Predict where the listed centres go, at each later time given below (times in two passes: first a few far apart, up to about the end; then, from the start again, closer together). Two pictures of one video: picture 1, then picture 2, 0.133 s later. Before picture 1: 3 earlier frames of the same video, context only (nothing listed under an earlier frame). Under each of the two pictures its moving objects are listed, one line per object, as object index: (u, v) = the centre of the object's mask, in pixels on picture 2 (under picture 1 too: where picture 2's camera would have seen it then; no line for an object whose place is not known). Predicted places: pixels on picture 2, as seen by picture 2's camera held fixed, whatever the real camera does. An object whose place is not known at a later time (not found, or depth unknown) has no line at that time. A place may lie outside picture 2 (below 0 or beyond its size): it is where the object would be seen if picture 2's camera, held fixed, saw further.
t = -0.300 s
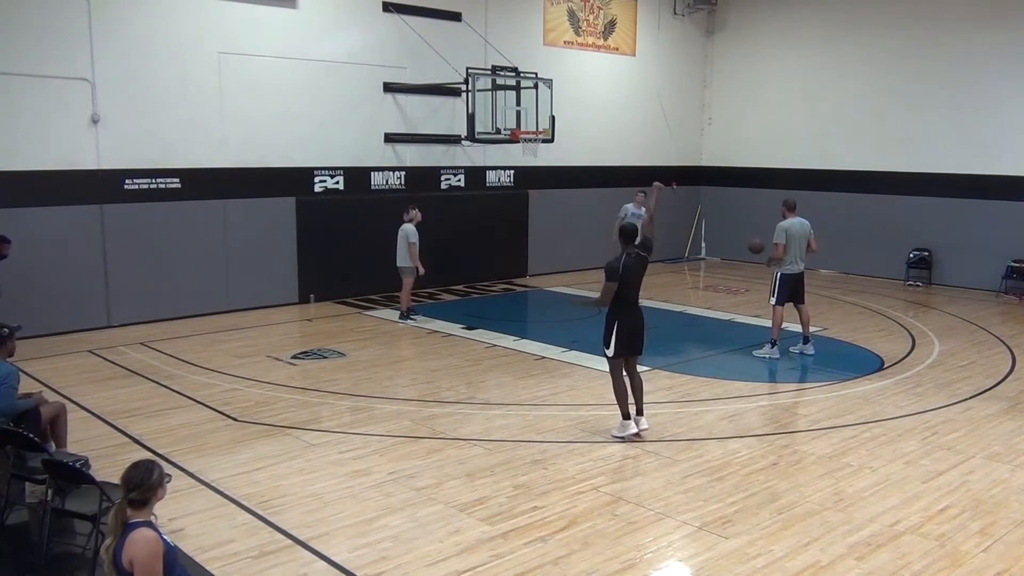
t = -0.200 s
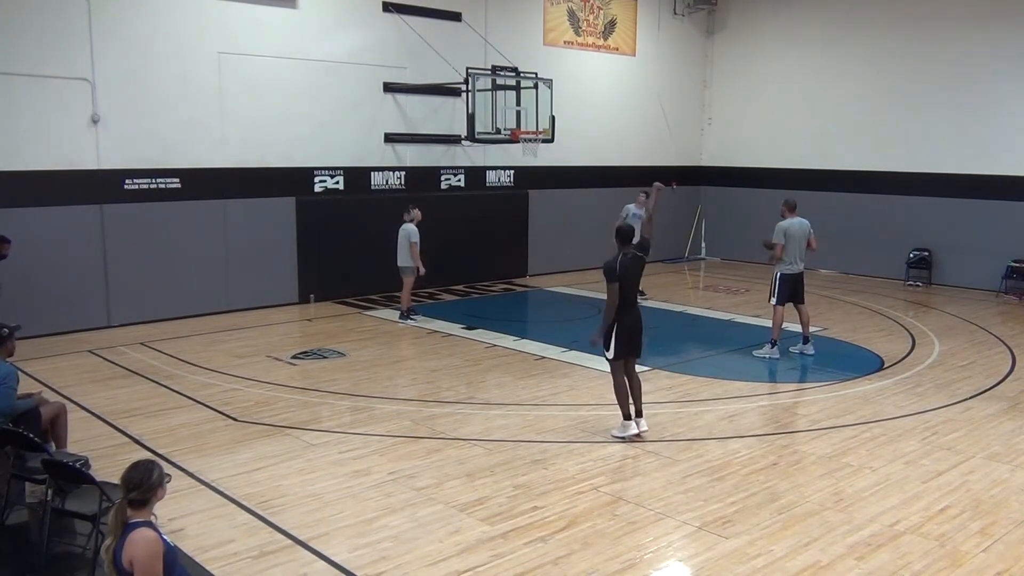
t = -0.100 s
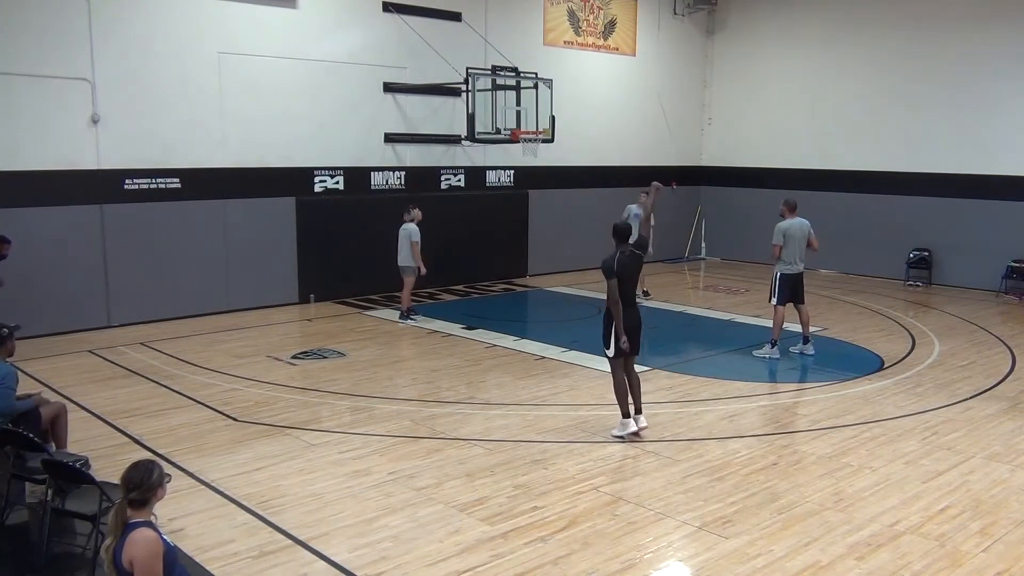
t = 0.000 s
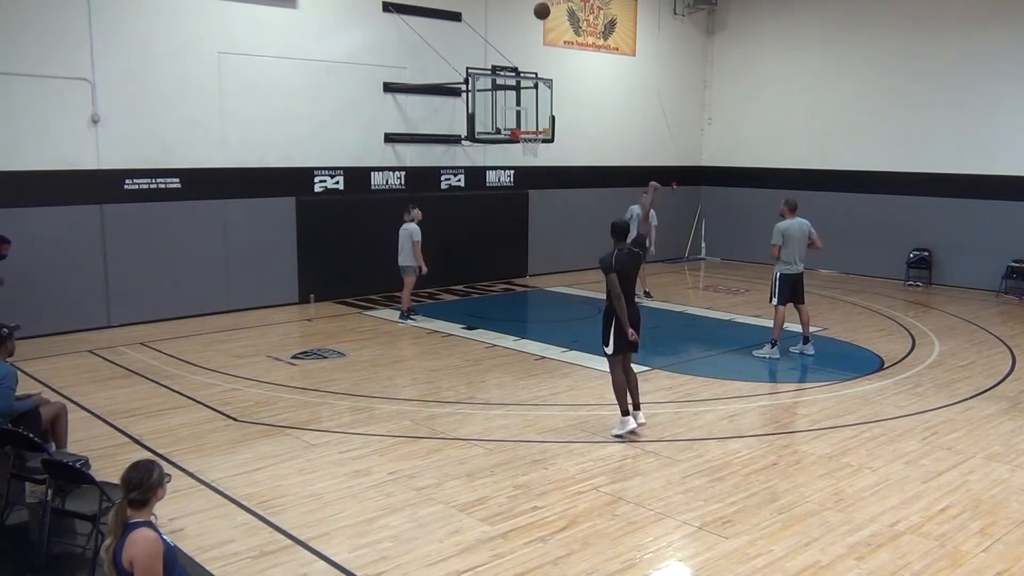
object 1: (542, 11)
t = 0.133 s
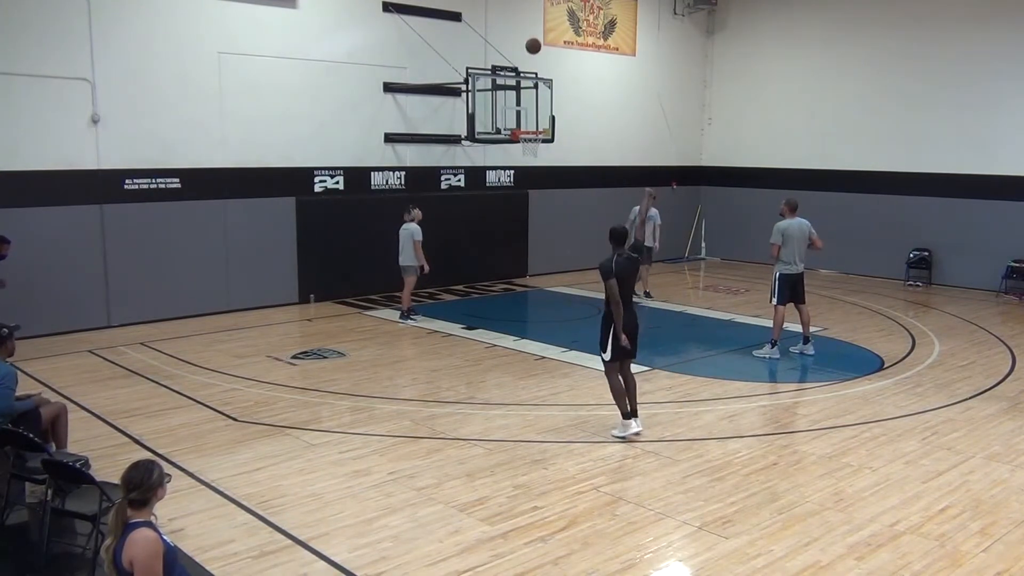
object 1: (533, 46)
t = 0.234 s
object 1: (527, 77)
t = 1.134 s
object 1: (286, 290)
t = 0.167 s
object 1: (531, 56)
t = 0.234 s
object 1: (527, 77)
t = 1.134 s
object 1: (286, 290)
